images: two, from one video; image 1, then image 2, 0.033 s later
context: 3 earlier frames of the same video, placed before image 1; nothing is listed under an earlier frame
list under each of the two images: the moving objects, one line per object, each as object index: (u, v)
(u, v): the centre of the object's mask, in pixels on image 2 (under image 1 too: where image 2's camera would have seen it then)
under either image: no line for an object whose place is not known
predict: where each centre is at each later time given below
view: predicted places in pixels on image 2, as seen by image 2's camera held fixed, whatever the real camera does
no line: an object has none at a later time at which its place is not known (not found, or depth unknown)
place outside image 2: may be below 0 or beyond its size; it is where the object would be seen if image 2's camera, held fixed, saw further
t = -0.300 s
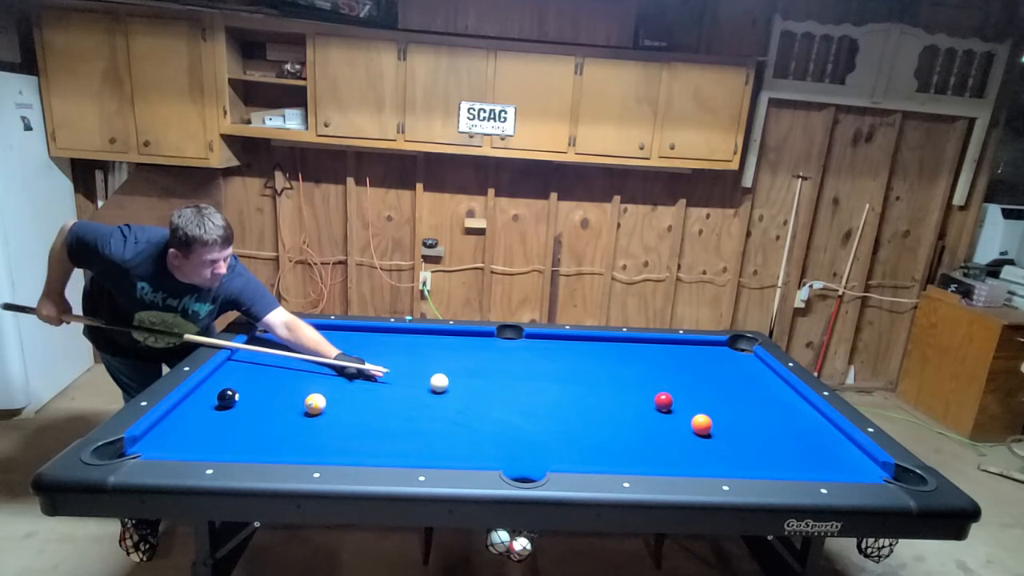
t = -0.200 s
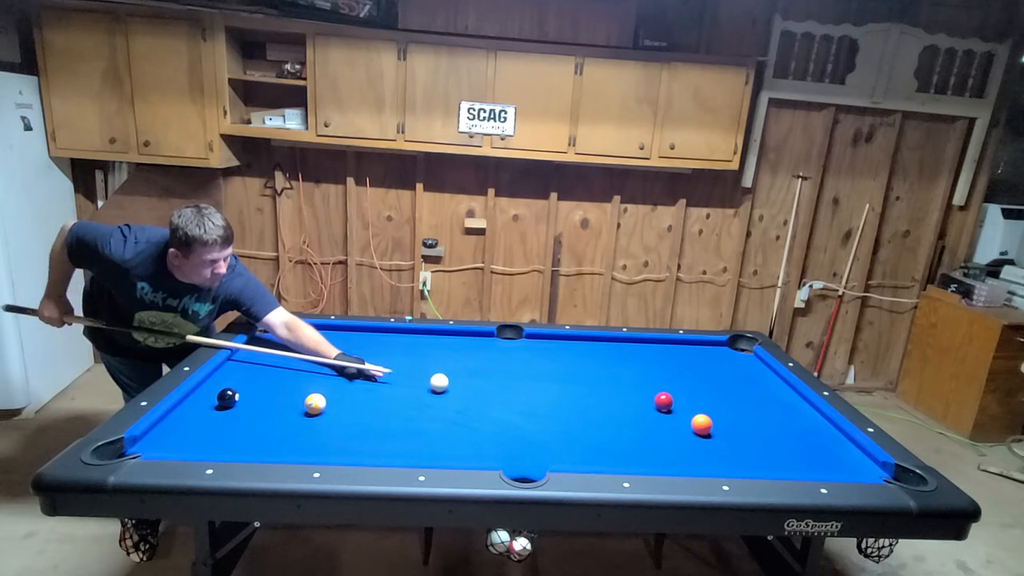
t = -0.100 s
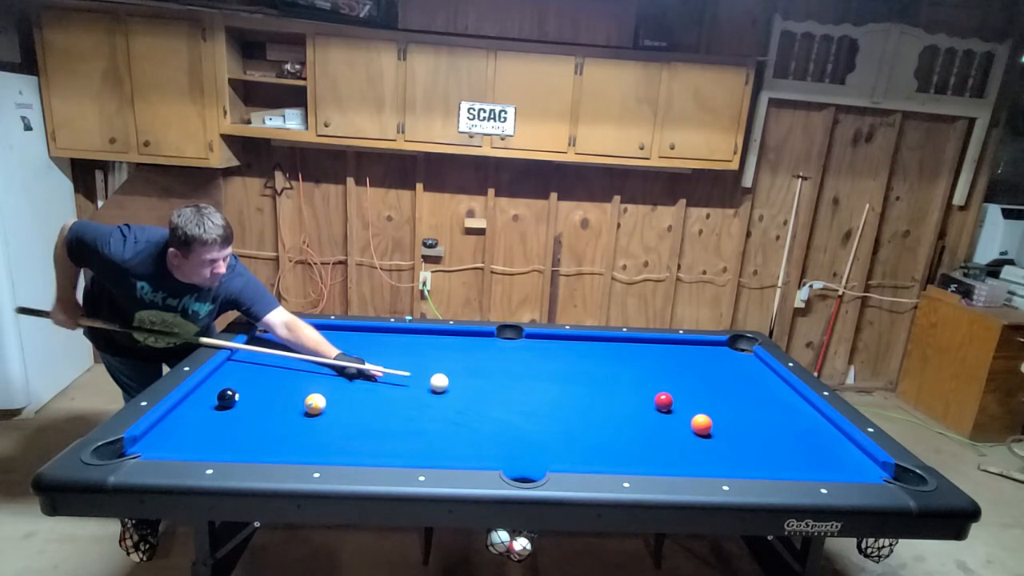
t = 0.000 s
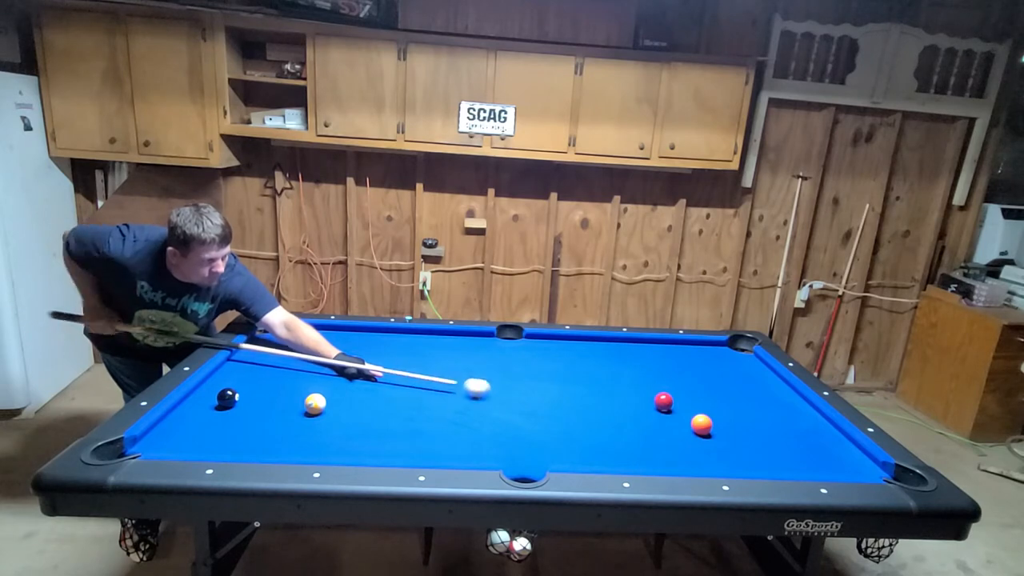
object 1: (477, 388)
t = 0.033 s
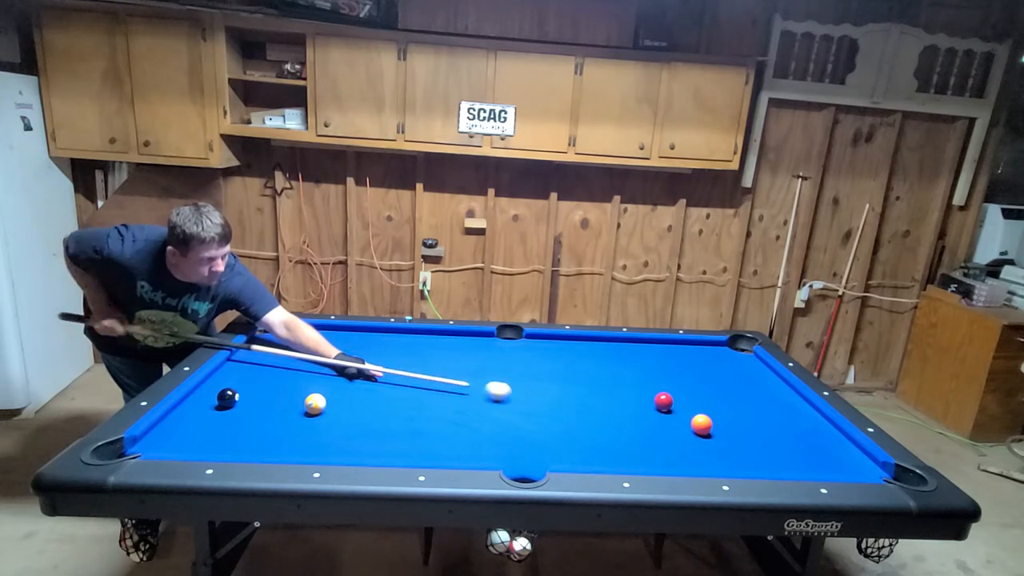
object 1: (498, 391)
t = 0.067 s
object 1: (519, 394)
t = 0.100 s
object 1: (539, 397)
